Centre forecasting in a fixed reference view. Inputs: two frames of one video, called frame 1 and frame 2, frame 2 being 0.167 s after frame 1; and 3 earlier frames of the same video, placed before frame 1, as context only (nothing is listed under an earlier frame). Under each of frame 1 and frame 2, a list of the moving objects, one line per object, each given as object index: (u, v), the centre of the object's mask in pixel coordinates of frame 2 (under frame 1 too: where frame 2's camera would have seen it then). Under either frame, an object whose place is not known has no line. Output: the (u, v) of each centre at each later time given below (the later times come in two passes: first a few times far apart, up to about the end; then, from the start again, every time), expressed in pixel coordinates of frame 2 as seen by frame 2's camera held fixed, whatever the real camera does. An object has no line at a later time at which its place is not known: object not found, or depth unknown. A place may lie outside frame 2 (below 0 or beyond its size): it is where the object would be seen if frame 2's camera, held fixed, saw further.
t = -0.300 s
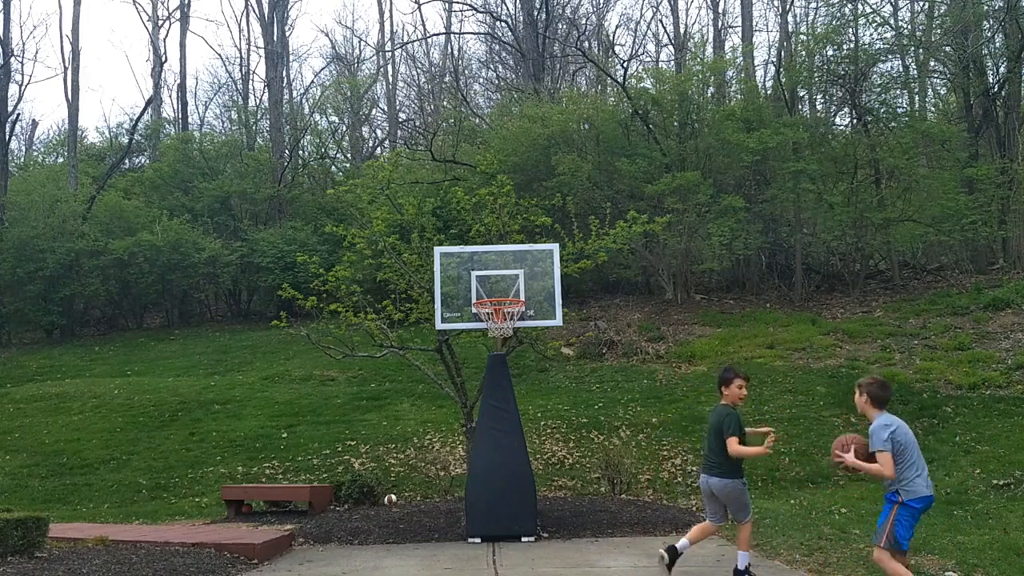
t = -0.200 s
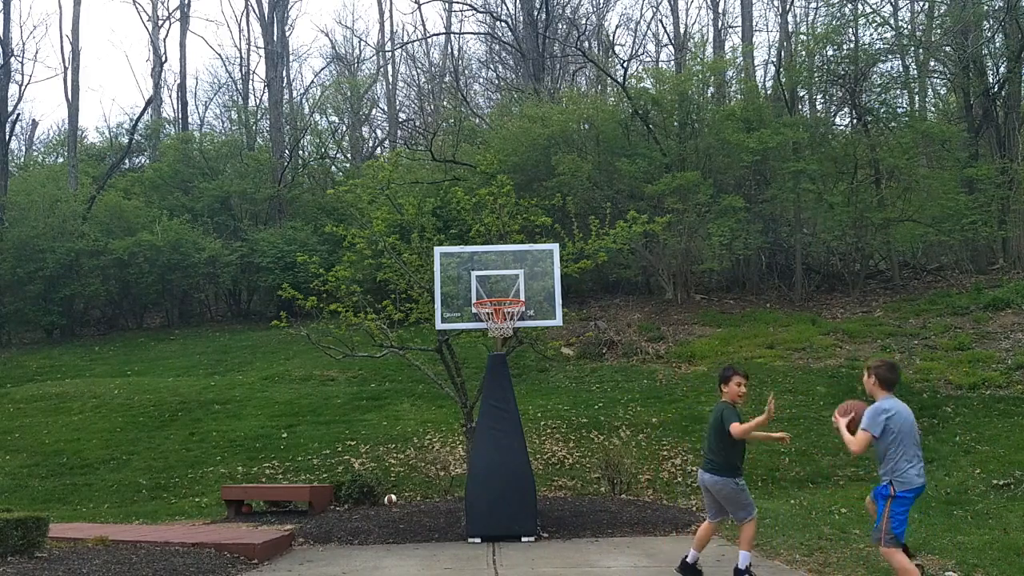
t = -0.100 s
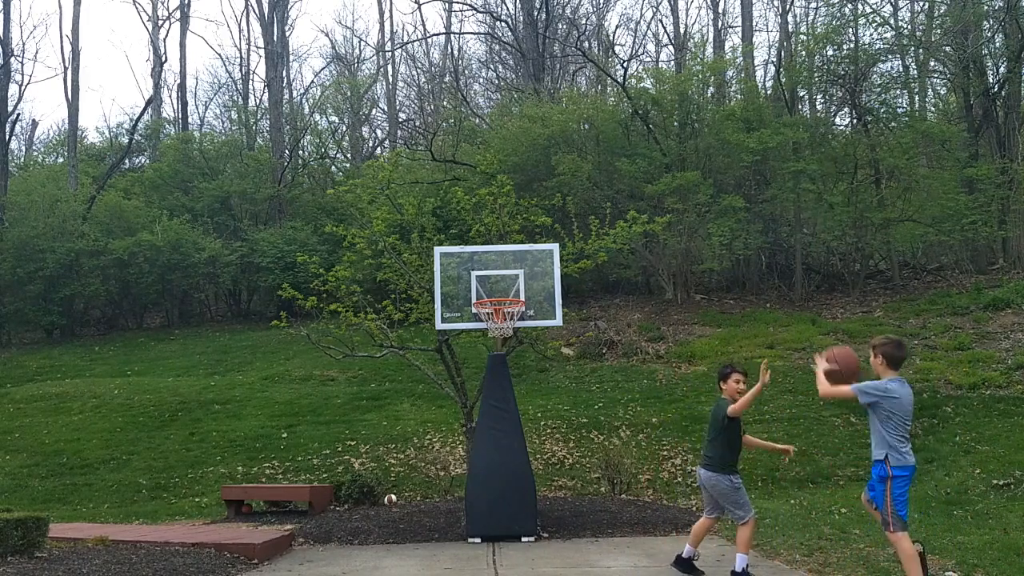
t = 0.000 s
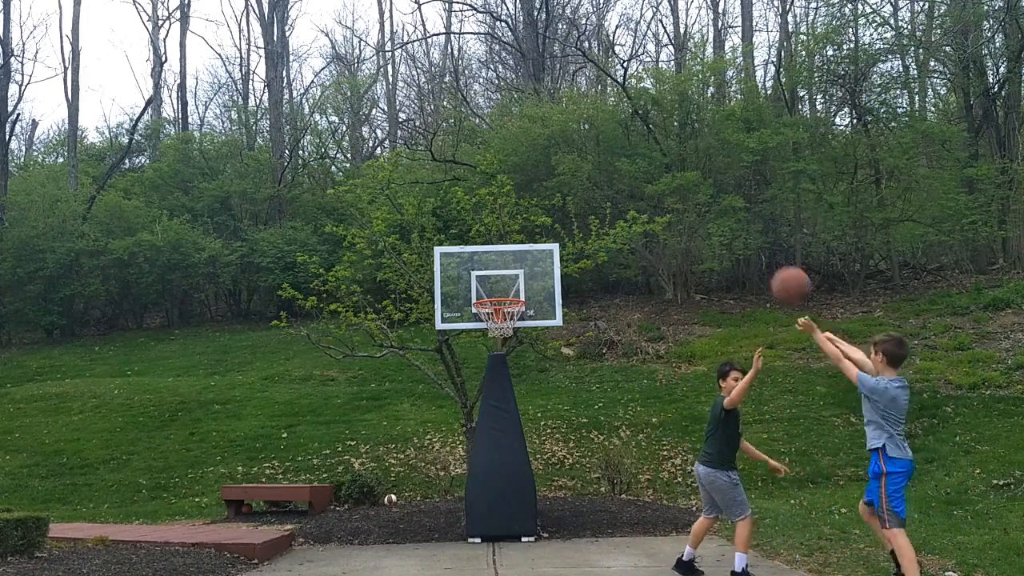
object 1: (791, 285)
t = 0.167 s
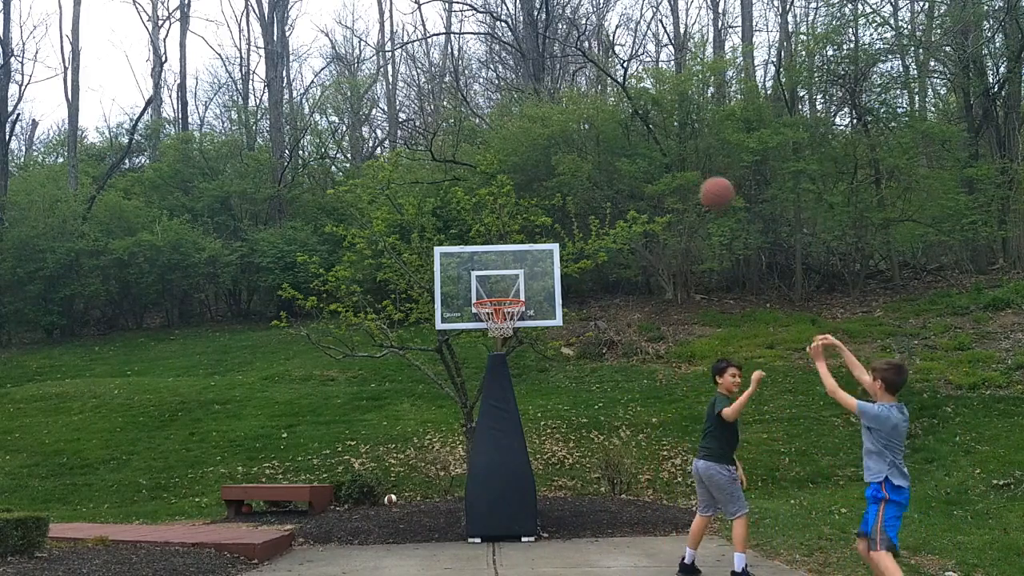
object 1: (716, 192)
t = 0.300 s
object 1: (668, 154)
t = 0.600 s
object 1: (578, 154)
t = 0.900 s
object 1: (508, 244)
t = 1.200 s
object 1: (460, 274)
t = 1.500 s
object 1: (415, 308)
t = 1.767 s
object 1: (366, 440)
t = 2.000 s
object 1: (321, 515)
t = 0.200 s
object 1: (704, 181)
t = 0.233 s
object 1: (691, 170)
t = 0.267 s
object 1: (679, 162)
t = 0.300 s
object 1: (668, 154)
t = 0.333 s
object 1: (656, 149)
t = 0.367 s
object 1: (645, 145)
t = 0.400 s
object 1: (635, 142)
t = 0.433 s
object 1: (625, 141)
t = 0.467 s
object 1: (615, 141)
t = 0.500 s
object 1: (605, 142)
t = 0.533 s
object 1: (596, 145)
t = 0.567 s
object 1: (587, 148)
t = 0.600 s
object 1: (578, 154)
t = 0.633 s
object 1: (570, 160)
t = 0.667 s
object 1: (561, 167)
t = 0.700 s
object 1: (553, 175)
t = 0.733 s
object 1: (545, 184)
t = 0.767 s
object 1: (538, 194)
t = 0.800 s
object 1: (530, 205)
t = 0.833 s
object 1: (522, 217)
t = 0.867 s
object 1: (515, 230)
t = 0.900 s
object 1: (508, 244)
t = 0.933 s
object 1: (501, 259)
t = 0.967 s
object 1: (495, 274)
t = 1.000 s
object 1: (488, 290)
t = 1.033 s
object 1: (482, 293)
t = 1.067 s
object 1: (479, 289)
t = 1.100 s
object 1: (474, 284)
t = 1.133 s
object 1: (469, 280)
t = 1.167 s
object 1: (466, 276)
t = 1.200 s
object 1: (460, 274)
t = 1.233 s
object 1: (456, 274)
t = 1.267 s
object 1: (452, 273)
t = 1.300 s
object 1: (447, 275)
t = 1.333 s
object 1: (442, 276)
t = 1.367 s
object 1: (436, 280)
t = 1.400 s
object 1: (432, 285)
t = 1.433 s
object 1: (426, 291)
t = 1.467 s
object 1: (421, 299)
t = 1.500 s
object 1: (415, 308)
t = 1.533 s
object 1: (410, 319)
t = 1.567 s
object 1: (404, 330)
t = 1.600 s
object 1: (398, 345)
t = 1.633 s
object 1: (393, 360)
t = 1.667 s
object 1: (385, 378)
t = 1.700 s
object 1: (380, 396)
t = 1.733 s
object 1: (373, 417)
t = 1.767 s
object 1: (366, 440)
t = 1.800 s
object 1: (358, 469)
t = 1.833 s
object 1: (351, 496)
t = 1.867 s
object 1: (343, 527)
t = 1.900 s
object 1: (335, 561)
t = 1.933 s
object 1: (329, 561)
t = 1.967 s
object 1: (325, 538)
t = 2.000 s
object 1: (321, 515)
